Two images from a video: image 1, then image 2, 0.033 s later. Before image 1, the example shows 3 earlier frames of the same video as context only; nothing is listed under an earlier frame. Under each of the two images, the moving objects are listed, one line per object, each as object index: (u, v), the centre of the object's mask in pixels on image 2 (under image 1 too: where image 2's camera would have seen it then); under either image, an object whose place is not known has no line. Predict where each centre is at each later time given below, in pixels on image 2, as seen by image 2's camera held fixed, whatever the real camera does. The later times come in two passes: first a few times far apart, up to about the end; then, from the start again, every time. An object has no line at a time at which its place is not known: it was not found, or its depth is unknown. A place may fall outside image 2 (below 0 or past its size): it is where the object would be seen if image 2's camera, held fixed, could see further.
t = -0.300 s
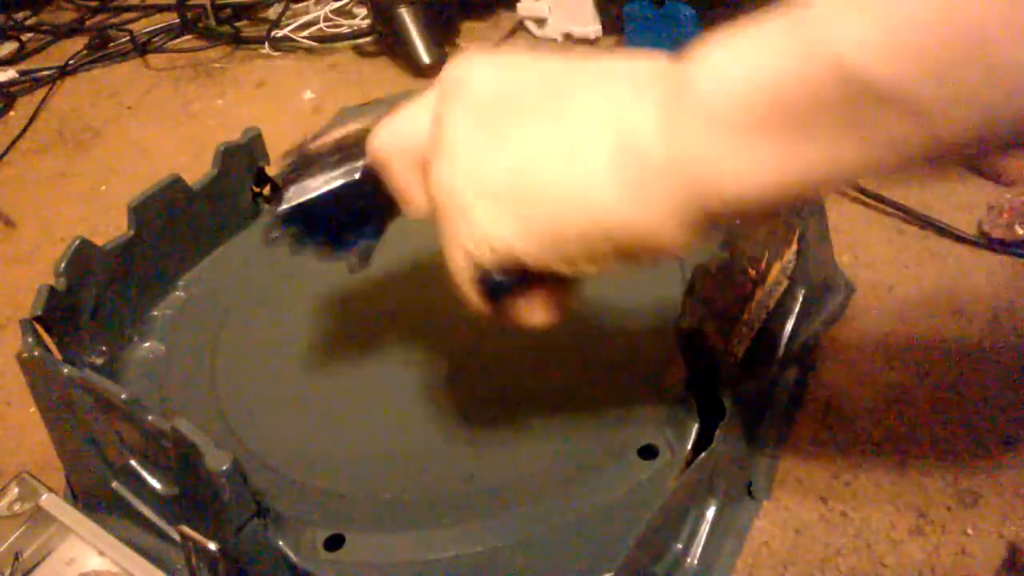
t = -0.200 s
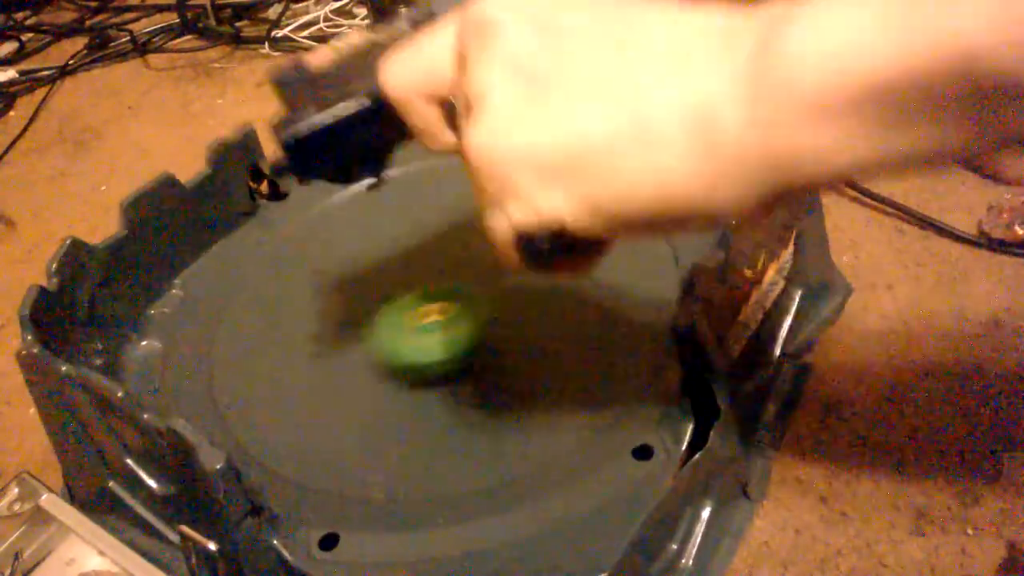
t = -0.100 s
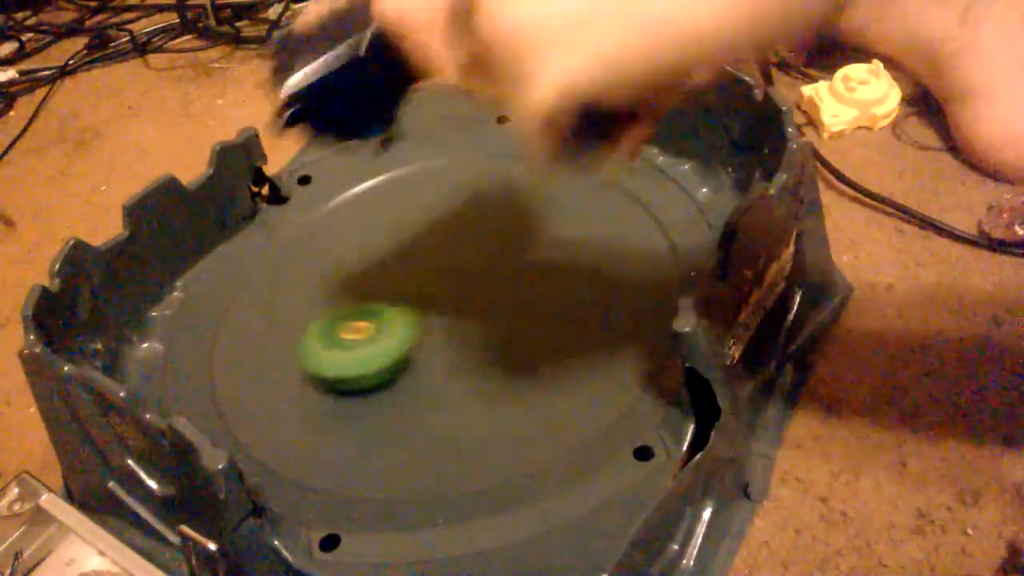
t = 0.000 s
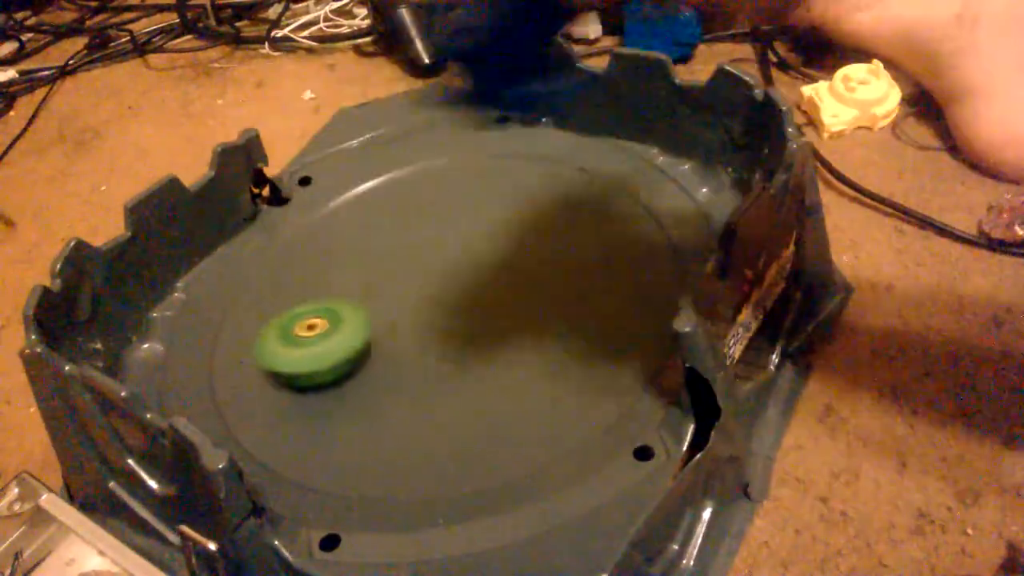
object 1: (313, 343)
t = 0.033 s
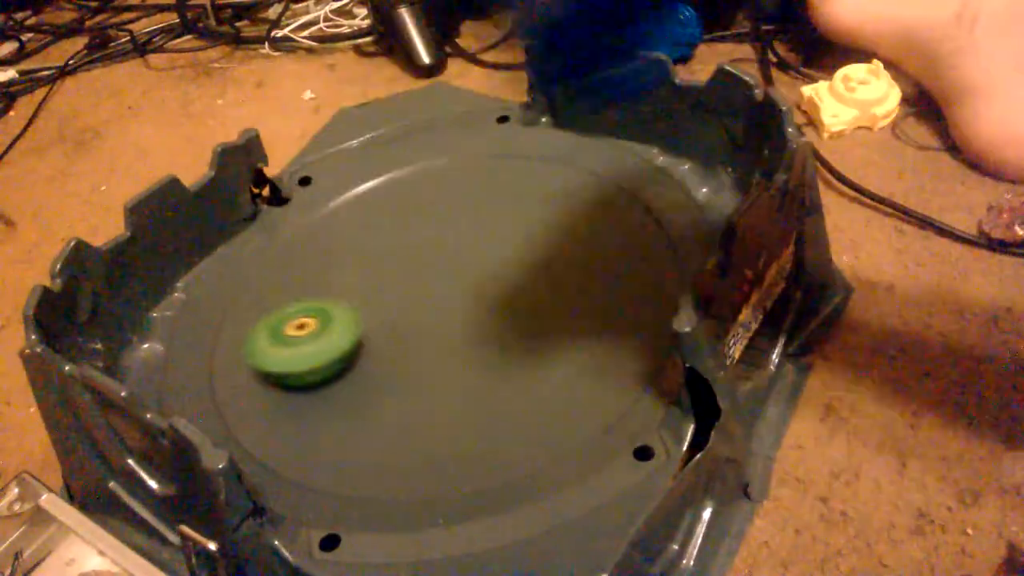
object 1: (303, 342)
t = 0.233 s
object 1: (274, 346)
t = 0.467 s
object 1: (271, 346)
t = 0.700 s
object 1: (312, 314)
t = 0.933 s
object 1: (345, 263)
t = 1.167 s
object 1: (350, 229)
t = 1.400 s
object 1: (341, 211)
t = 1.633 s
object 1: (332, 203)
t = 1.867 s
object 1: (343, 221)
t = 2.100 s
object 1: (401, 254)
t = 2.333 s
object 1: (473, 265)
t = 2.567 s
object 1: (517, 256)
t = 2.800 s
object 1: (541, 250)
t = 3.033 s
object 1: (529, 256)
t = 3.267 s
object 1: (490, 281)
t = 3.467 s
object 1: (454, 304)
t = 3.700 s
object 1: (445, 324)
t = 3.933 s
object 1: (430, 337)
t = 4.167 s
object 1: (424, 328)
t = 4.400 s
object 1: (431, 286)
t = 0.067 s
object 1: (295, 342)
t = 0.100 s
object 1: (288, 342)
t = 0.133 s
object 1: (284, 343)
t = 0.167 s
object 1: (280, 343)
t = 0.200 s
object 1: (277, 344)
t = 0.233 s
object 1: (274, 346)
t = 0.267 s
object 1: (272, 347)
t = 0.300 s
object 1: (270, 347)
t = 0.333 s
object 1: (269, 348)
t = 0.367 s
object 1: (269, 348)
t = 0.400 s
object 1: (269, 348)
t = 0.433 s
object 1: (269, 347)
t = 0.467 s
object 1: (271, 346)
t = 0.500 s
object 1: (274, 344)
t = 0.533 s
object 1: (279, 341)
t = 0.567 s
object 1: (284, 337)
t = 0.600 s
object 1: (290, 332)
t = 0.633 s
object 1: (297, 328)
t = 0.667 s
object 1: (305, 321)
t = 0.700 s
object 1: (312, 314)
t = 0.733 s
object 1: (319, 307)
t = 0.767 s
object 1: (325, 300)
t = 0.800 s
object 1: (331, 291)
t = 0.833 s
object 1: (335, 284)
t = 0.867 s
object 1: (339, 277)
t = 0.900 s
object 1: (342, 270)
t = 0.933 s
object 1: (345, 263)
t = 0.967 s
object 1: (347, 256)
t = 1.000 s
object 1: (348, 251)
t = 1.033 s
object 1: (349, 245)
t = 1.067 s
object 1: (350, 240)
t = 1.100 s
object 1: (350, 236)
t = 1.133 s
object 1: (350, 232)
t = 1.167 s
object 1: (350, 229)
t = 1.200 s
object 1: (349, 225)
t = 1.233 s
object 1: (349, 223)
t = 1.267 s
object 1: (349, 220)
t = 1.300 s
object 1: (346, 217)
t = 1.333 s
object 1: (345, 214)
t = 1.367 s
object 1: (343, 213)
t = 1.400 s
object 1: (341, 211)
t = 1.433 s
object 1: (339, 210)
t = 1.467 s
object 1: (337, 208)
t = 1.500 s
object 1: (336, 206)
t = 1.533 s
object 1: (334, 204)
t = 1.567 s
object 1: (333, 203)
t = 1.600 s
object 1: (332, 203)
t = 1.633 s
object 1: (332, 203)
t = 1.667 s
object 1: (332, 203)
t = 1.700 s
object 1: (332, 204)
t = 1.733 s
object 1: (333, 206)
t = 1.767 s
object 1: (334, 208)
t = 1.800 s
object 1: (336, 212)
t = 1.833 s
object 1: (338, 215)
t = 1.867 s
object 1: (343, 221)
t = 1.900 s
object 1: (347, 226)
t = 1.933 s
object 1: (354, 232)
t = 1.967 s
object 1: (360, 235)
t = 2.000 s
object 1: (370, 241)
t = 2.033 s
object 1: (380, 245)
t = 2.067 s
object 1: (390, 249)
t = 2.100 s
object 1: (401, 254)
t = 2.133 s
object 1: (413, 257)
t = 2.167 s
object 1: (424, 260)
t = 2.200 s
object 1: (435, 261)
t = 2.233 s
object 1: (445, 263)
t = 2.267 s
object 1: (455, 264)
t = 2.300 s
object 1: (464, 265)
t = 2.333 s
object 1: (473, 265)
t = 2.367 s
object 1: (481, 264)
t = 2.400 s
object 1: (488, 263)
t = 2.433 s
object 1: (495, 262)
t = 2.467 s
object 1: (501, 260)
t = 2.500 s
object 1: (507, 260)
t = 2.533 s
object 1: (512, 258)
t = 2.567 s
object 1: (517, 256)
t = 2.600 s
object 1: (522, 254)
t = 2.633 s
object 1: (527, 253)
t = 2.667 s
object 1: (531, 252)
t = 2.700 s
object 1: (535, 250)
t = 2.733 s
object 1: (537, 250)
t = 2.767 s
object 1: (539, 249)
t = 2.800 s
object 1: (541, 250)
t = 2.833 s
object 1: (542, 250)
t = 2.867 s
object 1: (542, 250)
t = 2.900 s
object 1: (541, 250)
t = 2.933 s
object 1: (540, 251)
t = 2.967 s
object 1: (537, 252)
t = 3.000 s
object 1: (533, 254)
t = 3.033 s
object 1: (529, 256)
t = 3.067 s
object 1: (525, 258)
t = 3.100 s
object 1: (520, 262)
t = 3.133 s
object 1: (514, 265)
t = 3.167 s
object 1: (509, 268)
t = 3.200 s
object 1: (502, 273)
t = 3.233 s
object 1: (496, 277)
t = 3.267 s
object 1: (490, 281)
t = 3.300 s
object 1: (484, 286)
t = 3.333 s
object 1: (477, 291)
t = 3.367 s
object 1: (471, 295)
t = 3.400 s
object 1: (463, 298)
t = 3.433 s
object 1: (458, 301)
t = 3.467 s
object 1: (454, 304)
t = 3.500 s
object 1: (452, 306)
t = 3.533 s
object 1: (450, 310)
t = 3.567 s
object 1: (450, 312)
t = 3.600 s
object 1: (449, 315)
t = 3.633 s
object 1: (447, 319)
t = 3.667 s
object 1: (446, 321)
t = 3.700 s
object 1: (445, 324)
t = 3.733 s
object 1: (444, 327)
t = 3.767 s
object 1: (442, 329)
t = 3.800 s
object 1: (440, 331)
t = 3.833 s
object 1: (437, 333)
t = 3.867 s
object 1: (434, 334)
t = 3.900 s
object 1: (432, 336)
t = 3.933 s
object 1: (430, 337)
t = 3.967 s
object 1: (429, 337)
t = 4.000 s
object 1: (427, 337)
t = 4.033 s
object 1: (426, 336)
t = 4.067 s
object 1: (425, 334)
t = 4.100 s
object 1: (424, 332)
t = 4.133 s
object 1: (424, 330)
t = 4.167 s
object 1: (424, 328)
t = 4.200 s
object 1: (424, 324)
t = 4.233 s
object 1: (423, 319)
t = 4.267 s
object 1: (425, 314)
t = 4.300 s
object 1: (427, 307)
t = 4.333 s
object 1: (429, 301)
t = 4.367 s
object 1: (431, 294)
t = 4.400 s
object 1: (431, 286)
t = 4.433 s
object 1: (429, 281)
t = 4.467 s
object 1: (426, 275)
